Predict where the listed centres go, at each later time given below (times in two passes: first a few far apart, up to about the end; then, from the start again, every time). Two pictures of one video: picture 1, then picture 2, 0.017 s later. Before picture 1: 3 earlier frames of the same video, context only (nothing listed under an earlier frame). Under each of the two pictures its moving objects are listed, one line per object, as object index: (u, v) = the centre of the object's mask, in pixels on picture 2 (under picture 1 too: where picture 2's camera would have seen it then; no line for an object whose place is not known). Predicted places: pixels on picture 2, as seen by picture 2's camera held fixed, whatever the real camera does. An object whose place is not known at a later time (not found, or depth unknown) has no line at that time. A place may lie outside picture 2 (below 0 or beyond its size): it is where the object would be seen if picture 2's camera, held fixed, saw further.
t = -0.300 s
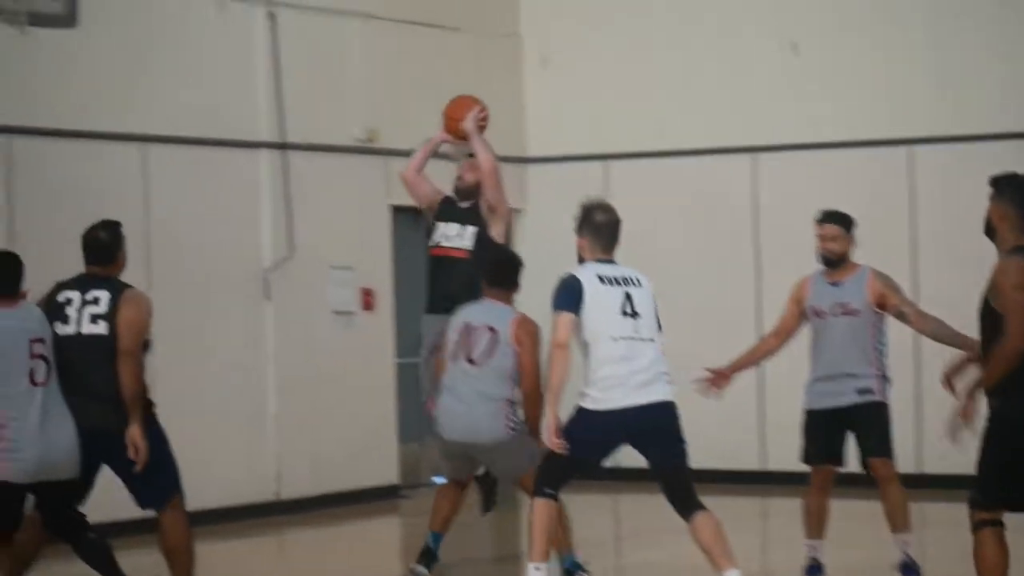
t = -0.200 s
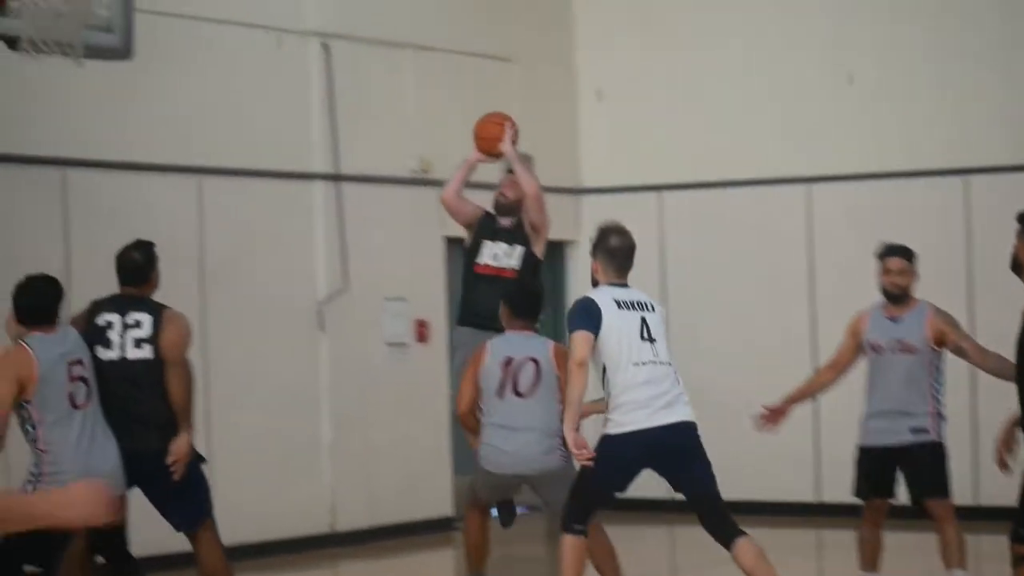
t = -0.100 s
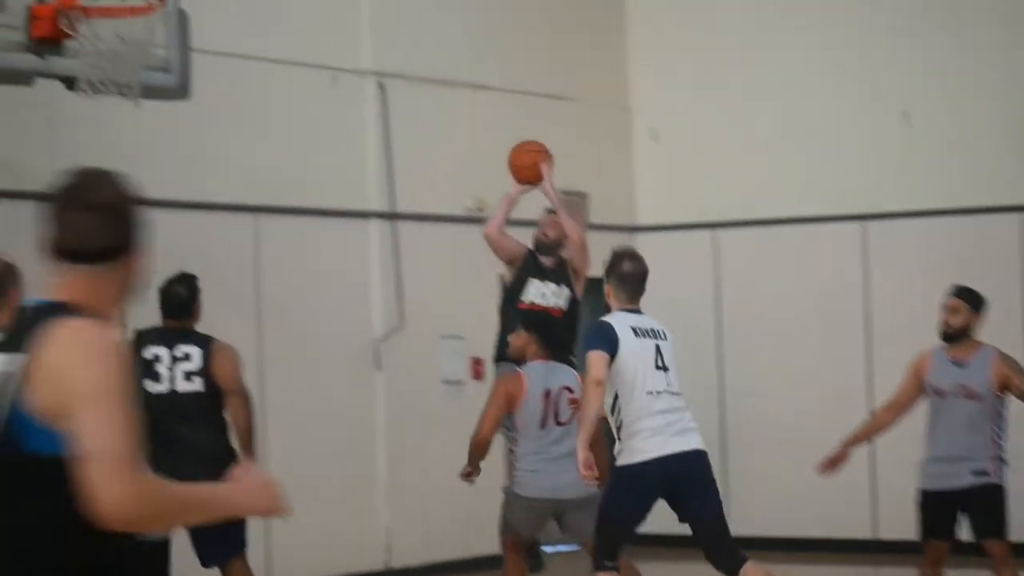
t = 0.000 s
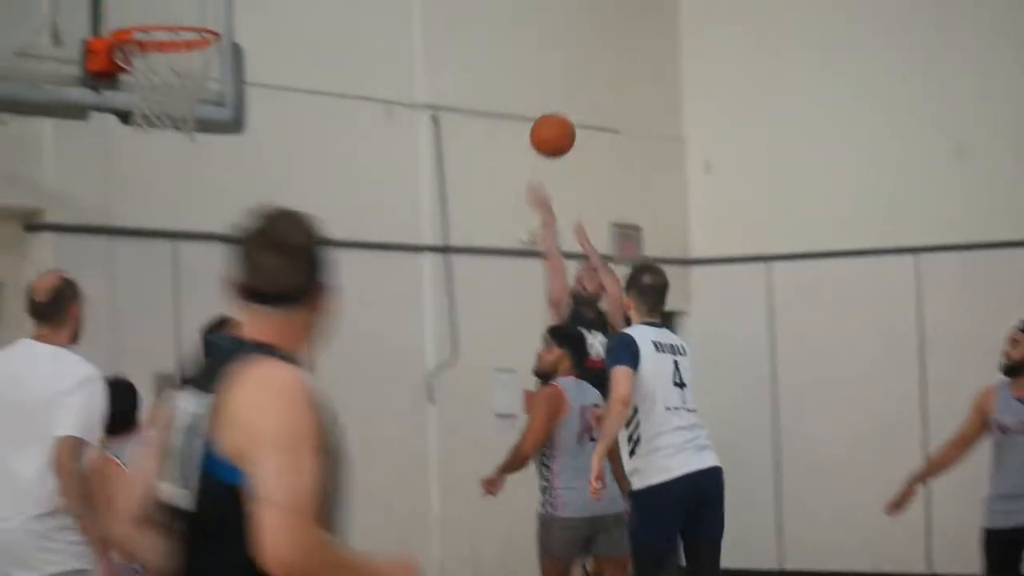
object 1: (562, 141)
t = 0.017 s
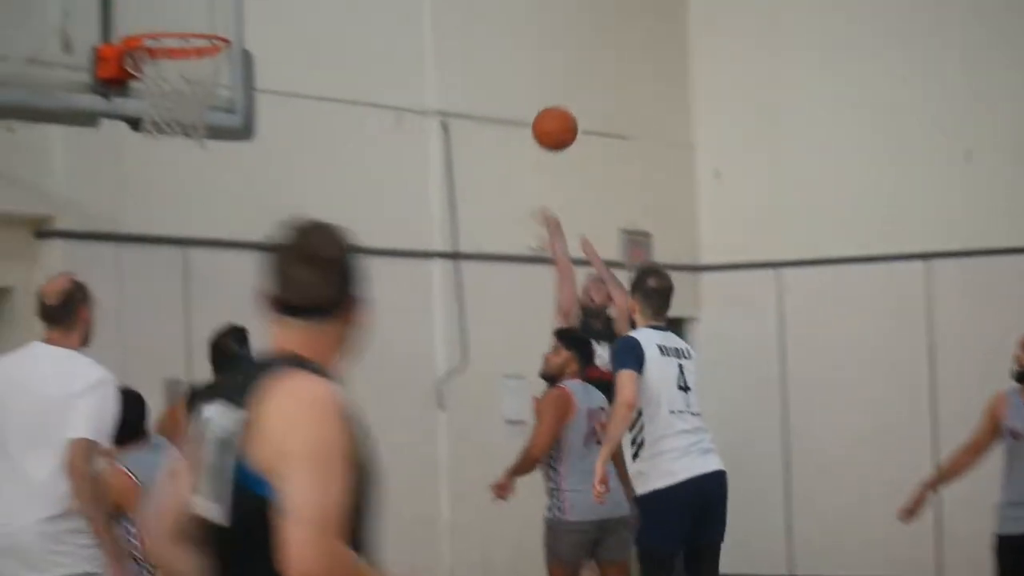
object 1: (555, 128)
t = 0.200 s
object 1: (469, 13)
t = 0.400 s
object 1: (371, -47)
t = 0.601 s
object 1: (269, -28)
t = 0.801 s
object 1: (203, -11)
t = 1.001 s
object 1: (208, -72)
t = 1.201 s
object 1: (230, -59)
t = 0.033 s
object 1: (547, 115)
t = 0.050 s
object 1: (539, 103)
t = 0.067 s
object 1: (532, 91)
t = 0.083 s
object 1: (524, 80)
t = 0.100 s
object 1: (516, 69)
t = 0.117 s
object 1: (508, 58)
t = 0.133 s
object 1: (501, 48)
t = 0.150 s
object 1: (493, 39)
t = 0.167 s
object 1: (485, 30)
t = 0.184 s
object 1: (477, 21)
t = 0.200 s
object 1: (469, 13)
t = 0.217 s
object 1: (462, 5)
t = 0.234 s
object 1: (454, -2)
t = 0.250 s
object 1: (446, -9)
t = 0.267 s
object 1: (437, -15)
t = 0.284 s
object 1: (429, -21)
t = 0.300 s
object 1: (421, -26)
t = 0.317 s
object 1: (413, -31)
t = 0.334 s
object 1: (405, -35)
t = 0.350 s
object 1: (397, -39)
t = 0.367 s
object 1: (388, -42)
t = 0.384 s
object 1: (380, -45)
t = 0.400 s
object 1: (371, -47)
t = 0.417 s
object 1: (363, -48)
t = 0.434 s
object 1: (355, -49)
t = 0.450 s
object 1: (347, -49)
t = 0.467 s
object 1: (338, -49)
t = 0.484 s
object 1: (330, -48)
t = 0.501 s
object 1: (321, -47)
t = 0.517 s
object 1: (313, -46)
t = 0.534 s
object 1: (305, -44)
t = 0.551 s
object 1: (296, -41)
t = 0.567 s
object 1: (287, -37)
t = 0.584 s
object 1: (278, -33)
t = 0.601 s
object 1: (269, -28)
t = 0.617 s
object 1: (261, -23)
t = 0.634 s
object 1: (252, -17)
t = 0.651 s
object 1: (243, -10)
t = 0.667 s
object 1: (234, -3)
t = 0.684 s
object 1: (226, 5)
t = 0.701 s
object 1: (217, 14)
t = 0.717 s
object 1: (207, 19)
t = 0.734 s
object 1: (203, 22)
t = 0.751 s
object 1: (203, 16)
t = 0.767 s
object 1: (202, 7)
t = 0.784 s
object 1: (203, -2)
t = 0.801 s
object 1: (203, -11)
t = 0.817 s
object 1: (203, -19)
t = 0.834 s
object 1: (203, -27)
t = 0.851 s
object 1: (204, -34)
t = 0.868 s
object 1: (204, -41)
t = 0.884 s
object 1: (205, -47)
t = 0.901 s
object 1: (205, -52)
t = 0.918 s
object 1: (206, -57)
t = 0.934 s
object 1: (206, -61)
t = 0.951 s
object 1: (206, -64)
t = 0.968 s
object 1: (207, -67)
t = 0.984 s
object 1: (207, -70)
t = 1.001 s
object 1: (208, -72)
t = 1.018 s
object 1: (208, -73)
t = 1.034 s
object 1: (209, -73)
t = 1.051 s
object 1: (209, -73)
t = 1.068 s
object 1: (209, -73)
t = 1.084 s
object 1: (211, -72)
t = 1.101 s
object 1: (213, -72)
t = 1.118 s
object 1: (216, -71)
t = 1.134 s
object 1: (218, -70)
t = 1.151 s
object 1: (221, -68)
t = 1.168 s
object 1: (224, -66)
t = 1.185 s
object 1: (227, -63)
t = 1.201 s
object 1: (230, -59)
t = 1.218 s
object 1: (232, -55)
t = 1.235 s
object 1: (235, -50)
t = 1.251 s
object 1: (238, -45)
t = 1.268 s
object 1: (241, -39)
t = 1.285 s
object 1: (244, -32)
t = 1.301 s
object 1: (247, -25)
